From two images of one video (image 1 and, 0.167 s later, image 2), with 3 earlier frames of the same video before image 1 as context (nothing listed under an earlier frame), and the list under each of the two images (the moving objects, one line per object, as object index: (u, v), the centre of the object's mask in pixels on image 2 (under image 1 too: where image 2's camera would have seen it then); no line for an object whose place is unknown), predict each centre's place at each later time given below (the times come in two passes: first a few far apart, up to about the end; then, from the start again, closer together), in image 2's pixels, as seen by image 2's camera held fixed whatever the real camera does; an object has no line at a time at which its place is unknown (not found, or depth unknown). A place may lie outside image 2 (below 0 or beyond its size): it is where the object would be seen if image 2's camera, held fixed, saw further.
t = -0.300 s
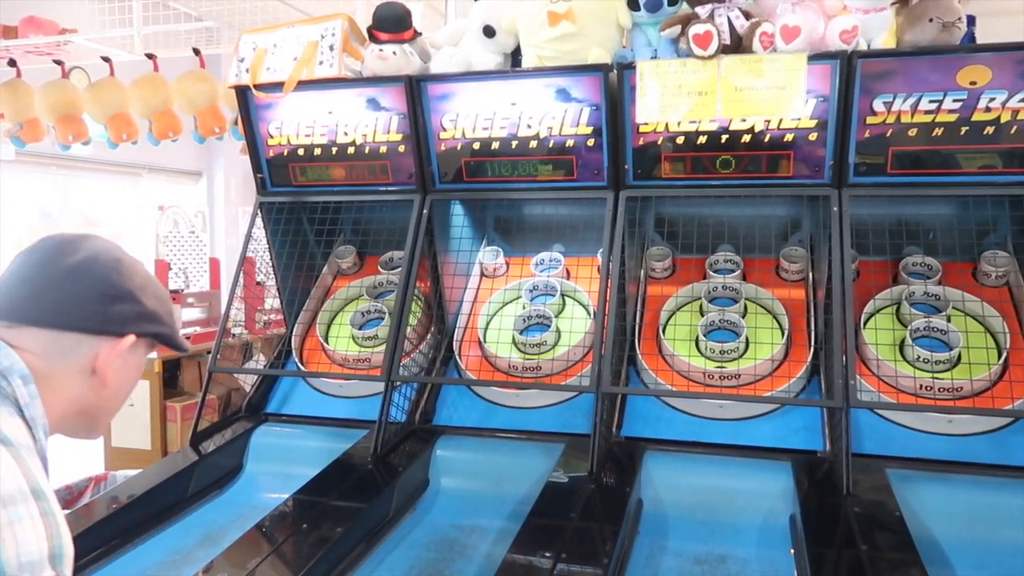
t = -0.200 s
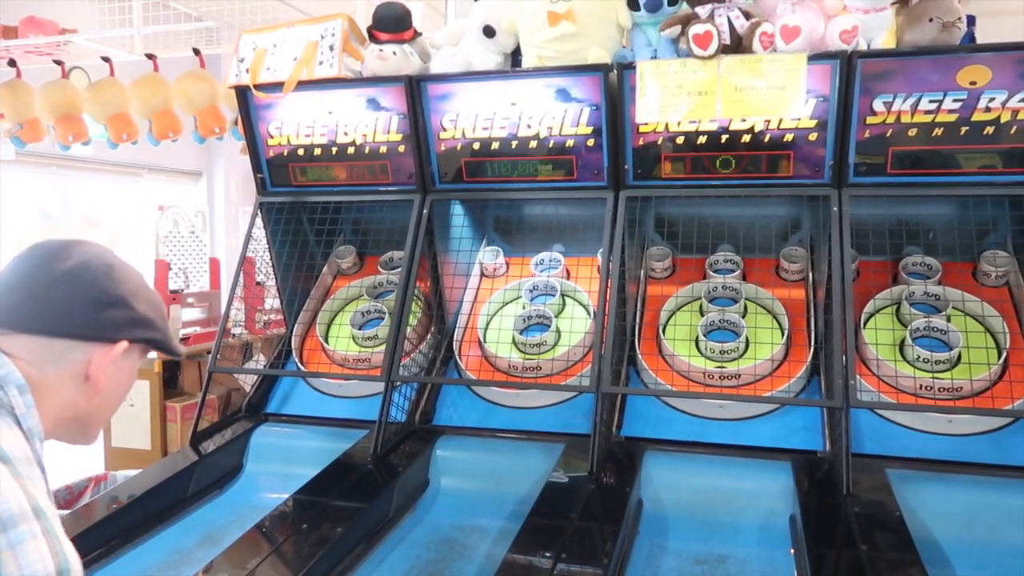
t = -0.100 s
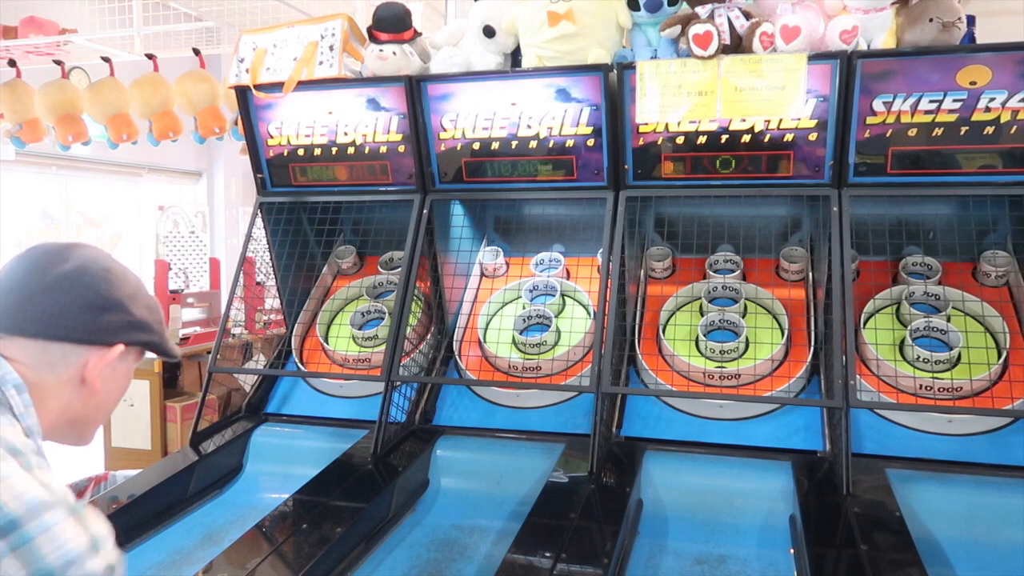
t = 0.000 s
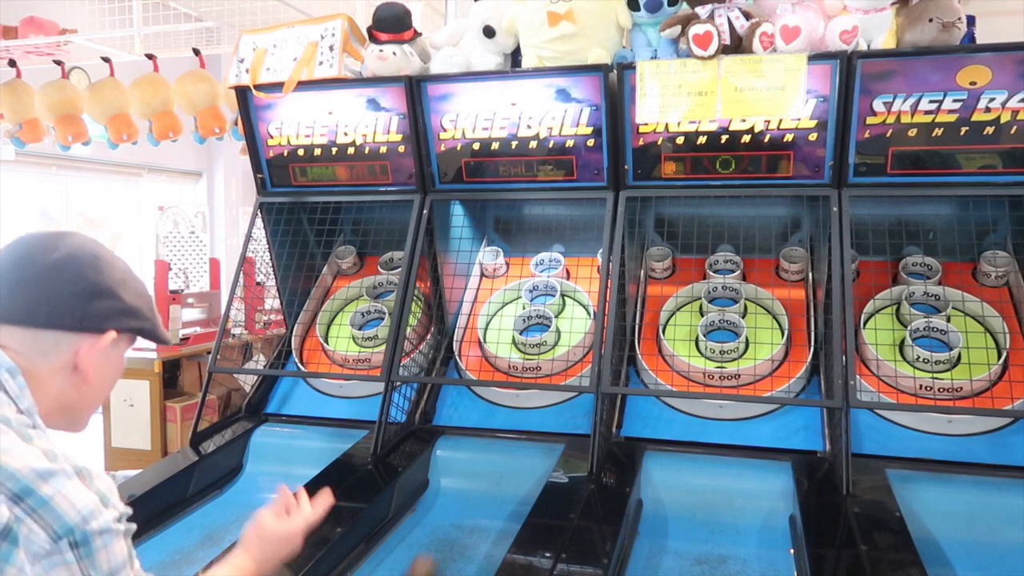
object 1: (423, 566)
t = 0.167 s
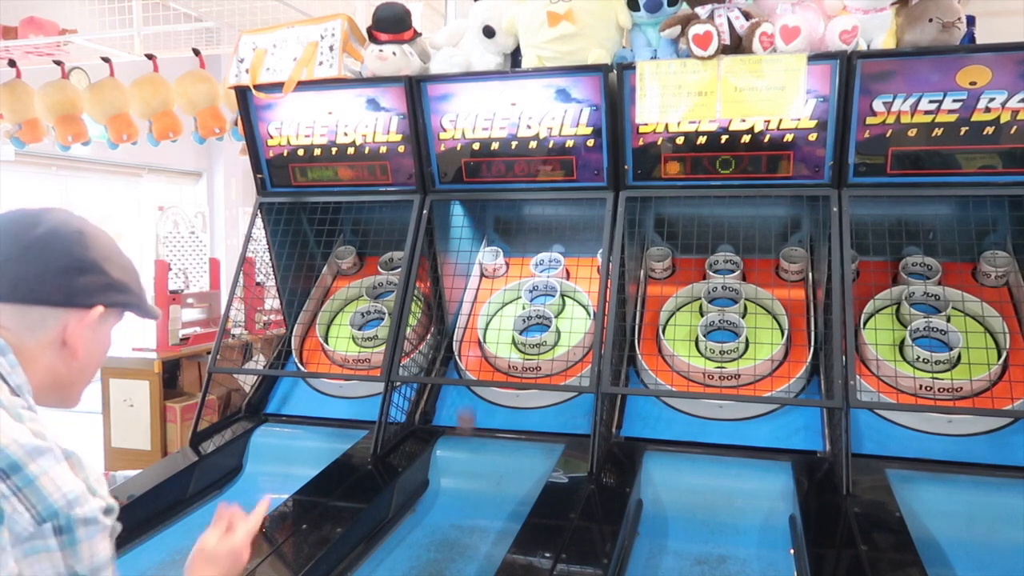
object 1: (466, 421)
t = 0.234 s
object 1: (467, 358)
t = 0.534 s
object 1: (472, 236)
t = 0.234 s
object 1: (467, 358)
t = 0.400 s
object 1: (469, 258)
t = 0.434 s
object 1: (470, 248)
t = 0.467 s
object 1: (471, 241)
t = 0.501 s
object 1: (472, 236)
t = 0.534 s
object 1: (472, 236)
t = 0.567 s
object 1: (476, 236)
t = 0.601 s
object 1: (482, 237)
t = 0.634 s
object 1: (487, 243)
